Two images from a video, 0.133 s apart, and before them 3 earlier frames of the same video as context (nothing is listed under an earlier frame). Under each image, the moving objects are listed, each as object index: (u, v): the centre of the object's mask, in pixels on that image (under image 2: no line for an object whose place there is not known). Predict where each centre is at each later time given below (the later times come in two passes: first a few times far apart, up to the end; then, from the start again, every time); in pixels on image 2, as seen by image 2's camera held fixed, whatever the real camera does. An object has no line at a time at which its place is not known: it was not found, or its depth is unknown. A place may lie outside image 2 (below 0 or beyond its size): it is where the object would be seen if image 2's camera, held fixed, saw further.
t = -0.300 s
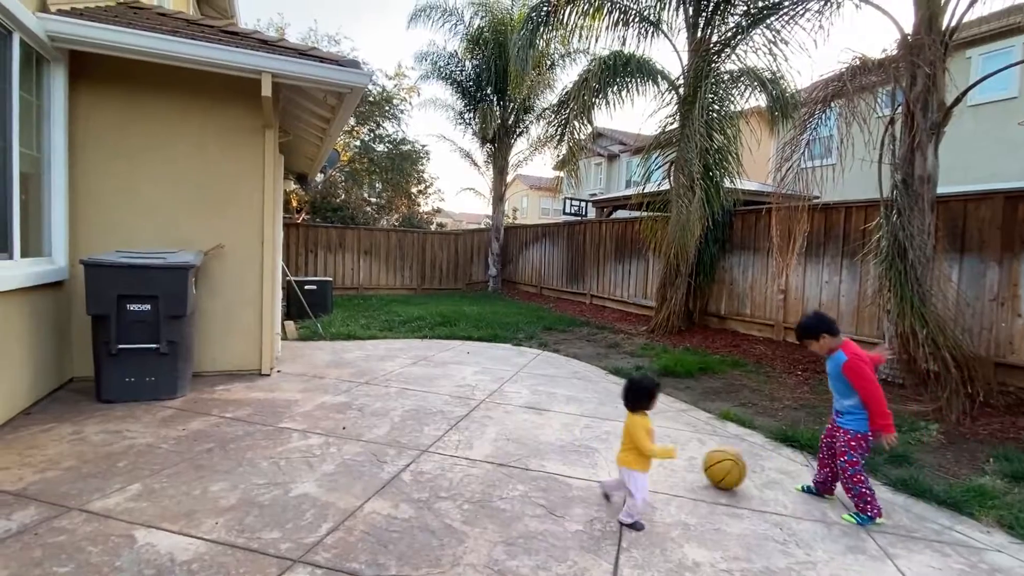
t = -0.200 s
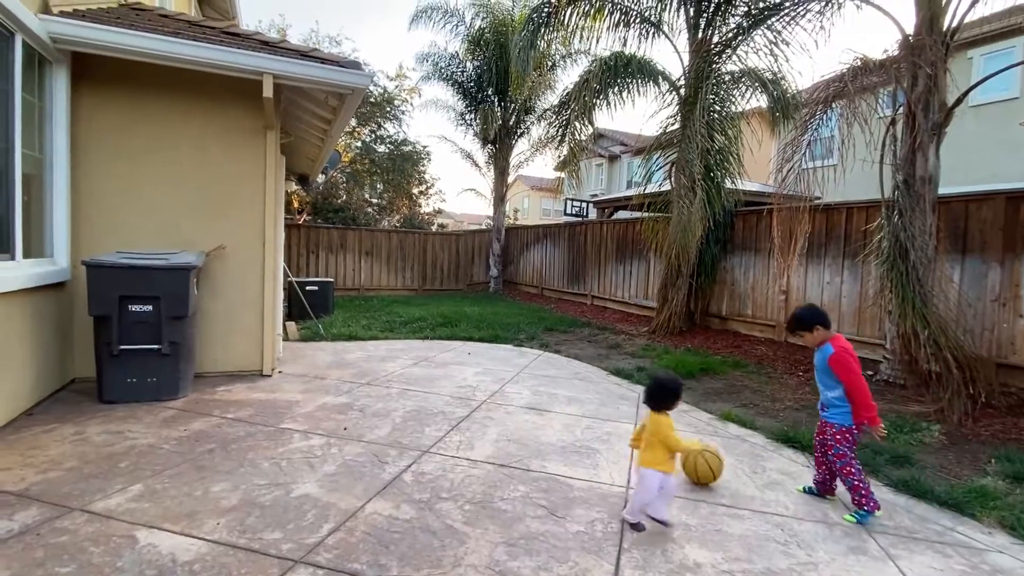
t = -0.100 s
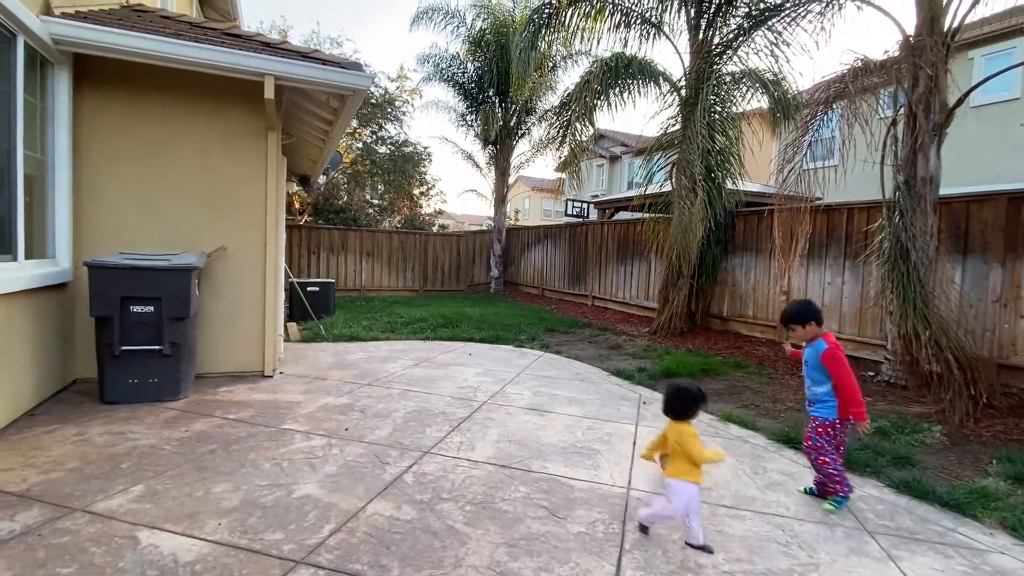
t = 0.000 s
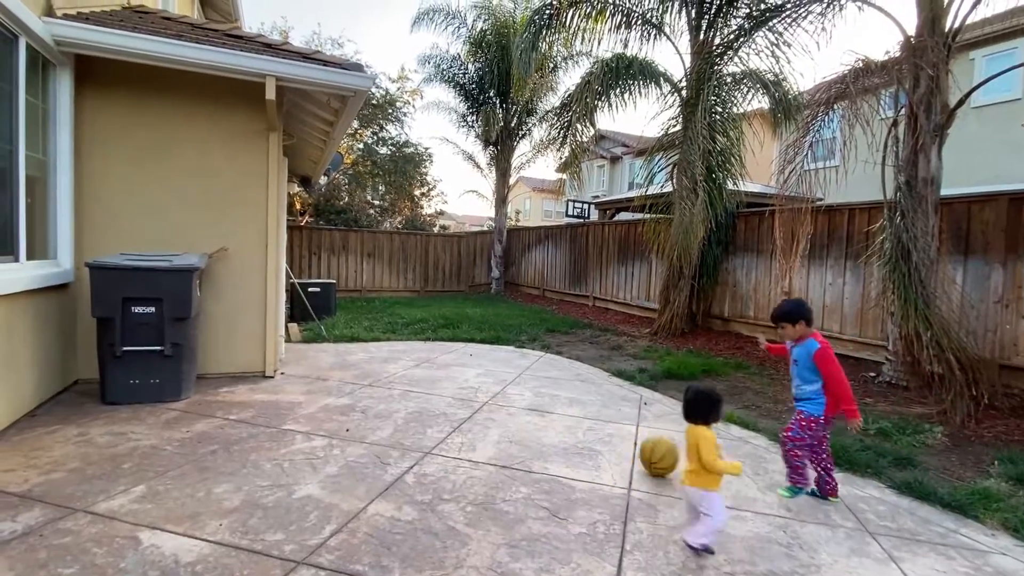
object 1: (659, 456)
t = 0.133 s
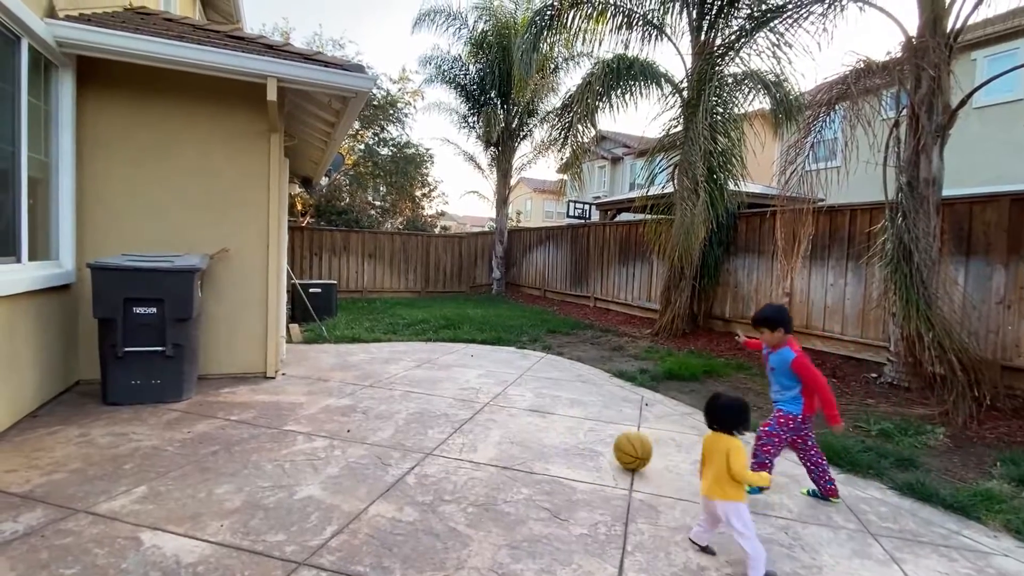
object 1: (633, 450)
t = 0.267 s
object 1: (607, 446)
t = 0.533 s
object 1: (559, 435)
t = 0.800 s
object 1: (518, 425)
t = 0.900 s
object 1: (504, 422)
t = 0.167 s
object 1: (626, 450)
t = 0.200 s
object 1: (619, 448)
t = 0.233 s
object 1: (613, 447)
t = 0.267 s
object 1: (607, 446)
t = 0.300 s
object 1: (601, 445)
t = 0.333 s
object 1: (594, 443)
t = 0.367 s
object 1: (588, 442)
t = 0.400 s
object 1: (582, 440)
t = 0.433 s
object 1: (576, 440)
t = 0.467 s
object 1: (570, 438)
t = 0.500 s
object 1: (564, 437)
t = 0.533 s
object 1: (559, 435)
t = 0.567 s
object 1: (553, 433)
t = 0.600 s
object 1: (548, 432)
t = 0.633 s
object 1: (543, 431)
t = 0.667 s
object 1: (537, 430)
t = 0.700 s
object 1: (532, 428)
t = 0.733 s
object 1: (527, 426)
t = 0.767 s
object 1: (523, 426)
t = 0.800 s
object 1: (518, 425)
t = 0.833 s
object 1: (513, 424)
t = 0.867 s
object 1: (508, 423)
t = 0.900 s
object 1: (504, 422)
